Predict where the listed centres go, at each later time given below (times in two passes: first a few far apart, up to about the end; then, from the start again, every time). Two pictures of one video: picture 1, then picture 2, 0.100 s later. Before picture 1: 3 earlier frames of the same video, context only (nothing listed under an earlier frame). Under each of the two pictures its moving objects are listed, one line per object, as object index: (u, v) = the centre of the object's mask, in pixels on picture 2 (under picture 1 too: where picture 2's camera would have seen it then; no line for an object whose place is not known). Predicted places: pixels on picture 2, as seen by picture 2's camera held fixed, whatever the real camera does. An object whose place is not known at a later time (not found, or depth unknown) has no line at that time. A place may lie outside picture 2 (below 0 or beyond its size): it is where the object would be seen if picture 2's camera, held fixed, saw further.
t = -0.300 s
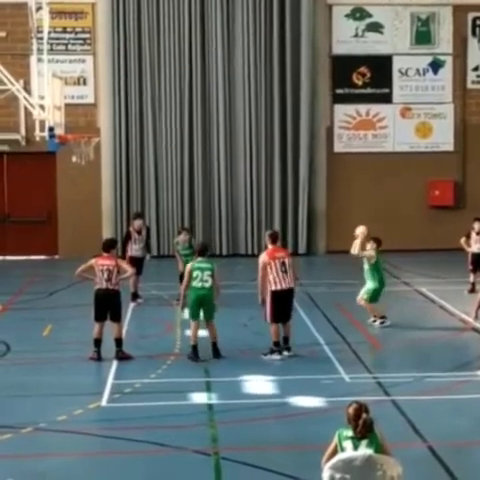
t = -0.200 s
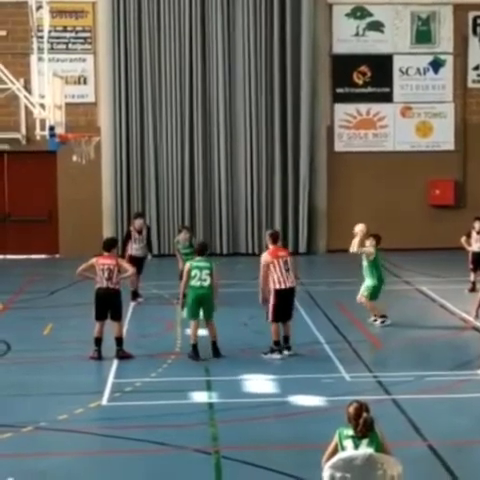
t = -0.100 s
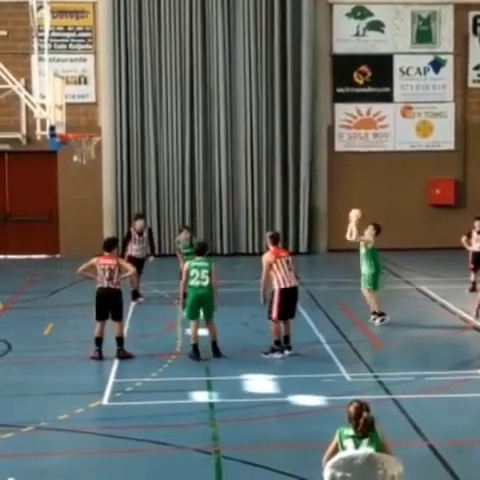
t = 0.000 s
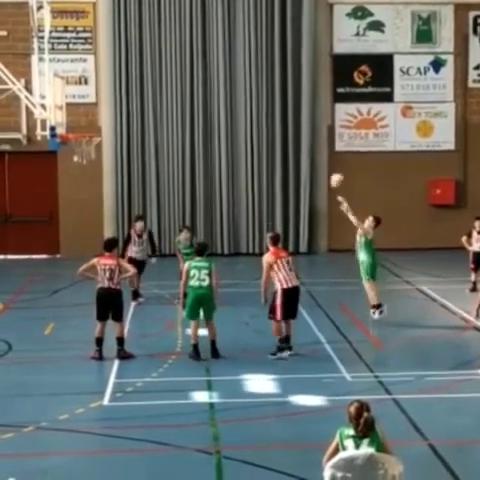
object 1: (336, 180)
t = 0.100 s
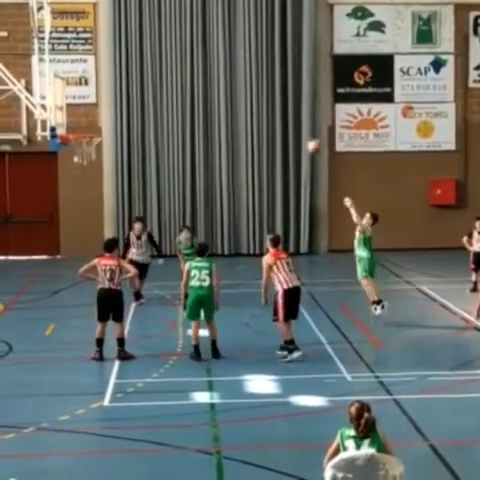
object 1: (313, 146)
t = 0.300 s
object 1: (266, 94)
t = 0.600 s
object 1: (195, 66)
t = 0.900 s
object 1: (129, 91)
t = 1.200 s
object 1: (73, 147)
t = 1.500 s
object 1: (76, 164)
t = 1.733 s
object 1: (79, 219)
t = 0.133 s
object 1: (305, 136)
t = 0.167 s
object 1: (297, 126)
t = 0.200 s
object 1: (291, 117)
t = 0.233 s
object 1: (282, 110)
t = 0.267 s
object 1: (275, 102)
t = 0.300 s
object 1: (266, 94)
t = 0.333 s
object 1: (261, 89)
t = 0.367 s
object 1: (253, 84)
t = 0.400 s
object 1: (243, 79)
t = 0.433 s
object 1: (235, 75)
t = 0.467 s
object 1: (228, 70)
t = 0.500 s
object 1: (220, 69)
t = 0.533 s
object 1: (213, 67)
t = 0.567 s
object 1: (204, 66)
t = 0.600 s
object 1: (195, 66)
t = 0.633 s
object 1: (189, 65)
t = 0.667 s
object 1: (182, 65)
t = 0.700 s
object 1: (173, 67)
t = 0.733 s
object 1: (167, 69)
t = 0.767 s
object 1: (159, 73)
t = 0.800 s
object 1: (152, 77)
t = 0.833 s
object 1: (144, 81)
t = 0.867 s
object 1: (136, 85)
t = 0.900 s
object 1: (129, 91)
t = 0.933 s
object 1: (121, 98)
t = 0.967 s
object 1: (116, 105)
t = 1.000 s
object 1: (109, 114)
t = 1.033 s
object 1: (101, 122)
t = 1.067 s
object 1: (94, 130)
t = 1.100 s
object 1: (86, 136)
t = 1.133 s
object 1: (77, 142)
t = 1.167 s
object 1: (72, 148)
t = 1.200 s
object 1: (73, 147)
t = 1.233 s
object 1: (73, 148)
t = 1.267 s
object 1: (73, 147)
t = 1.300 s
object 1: (73, 147)
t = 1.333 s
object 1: (74, 149)
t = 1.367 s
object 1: (74, 150)
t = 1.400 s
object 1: (75, 152)
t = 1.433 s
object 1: (75, 157)
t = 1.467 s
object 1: (75, 161)
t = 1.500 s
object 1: (76, 164)
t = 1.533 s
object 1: (77, 171)
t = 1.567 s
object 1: (77, 177)
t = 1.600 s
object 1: (78, 184)
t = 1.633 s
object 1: (79, 192)
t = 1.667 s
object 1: (78, 201)
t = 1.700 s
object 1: (79, 209)
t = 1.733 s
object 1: (79, 219)
